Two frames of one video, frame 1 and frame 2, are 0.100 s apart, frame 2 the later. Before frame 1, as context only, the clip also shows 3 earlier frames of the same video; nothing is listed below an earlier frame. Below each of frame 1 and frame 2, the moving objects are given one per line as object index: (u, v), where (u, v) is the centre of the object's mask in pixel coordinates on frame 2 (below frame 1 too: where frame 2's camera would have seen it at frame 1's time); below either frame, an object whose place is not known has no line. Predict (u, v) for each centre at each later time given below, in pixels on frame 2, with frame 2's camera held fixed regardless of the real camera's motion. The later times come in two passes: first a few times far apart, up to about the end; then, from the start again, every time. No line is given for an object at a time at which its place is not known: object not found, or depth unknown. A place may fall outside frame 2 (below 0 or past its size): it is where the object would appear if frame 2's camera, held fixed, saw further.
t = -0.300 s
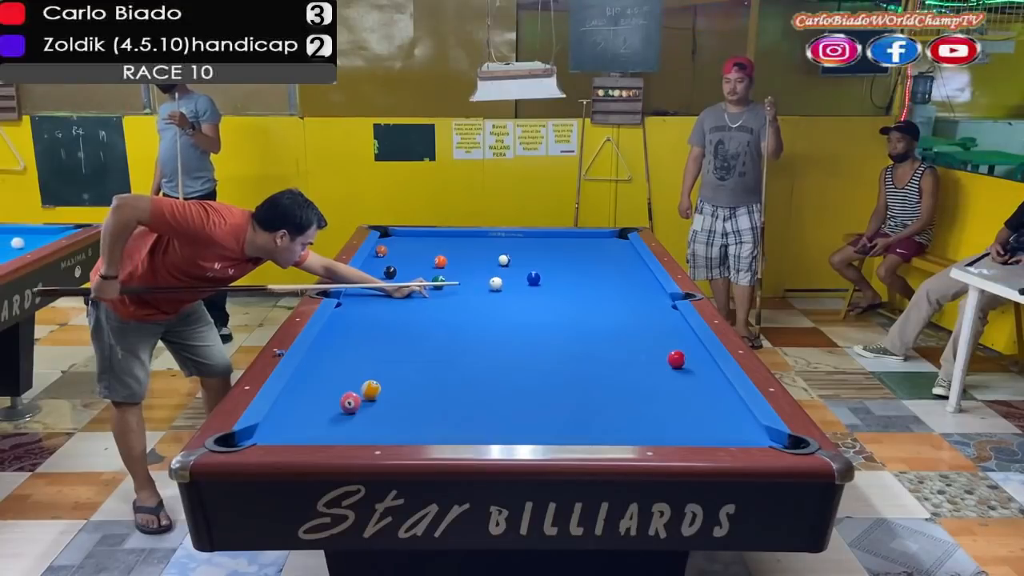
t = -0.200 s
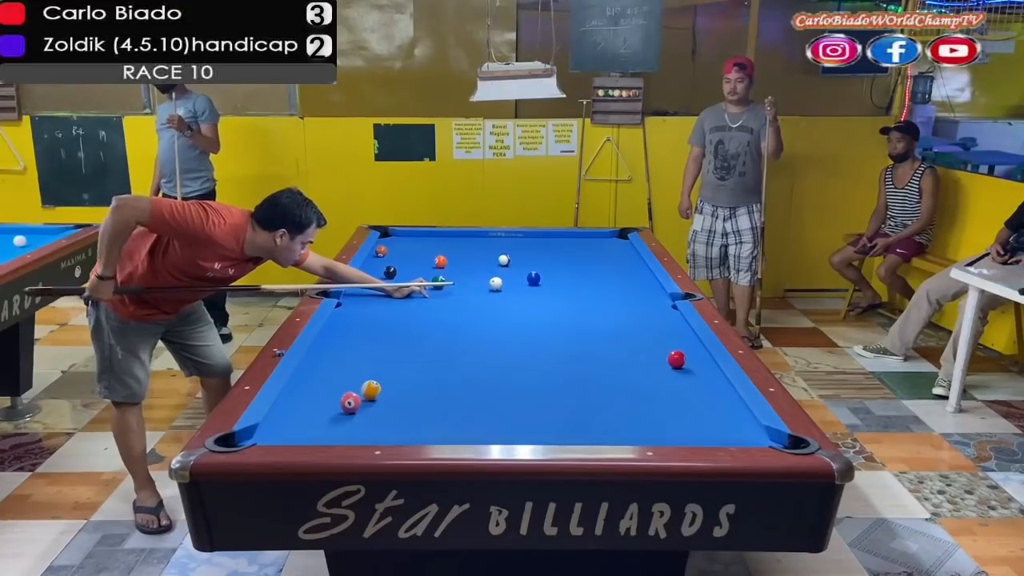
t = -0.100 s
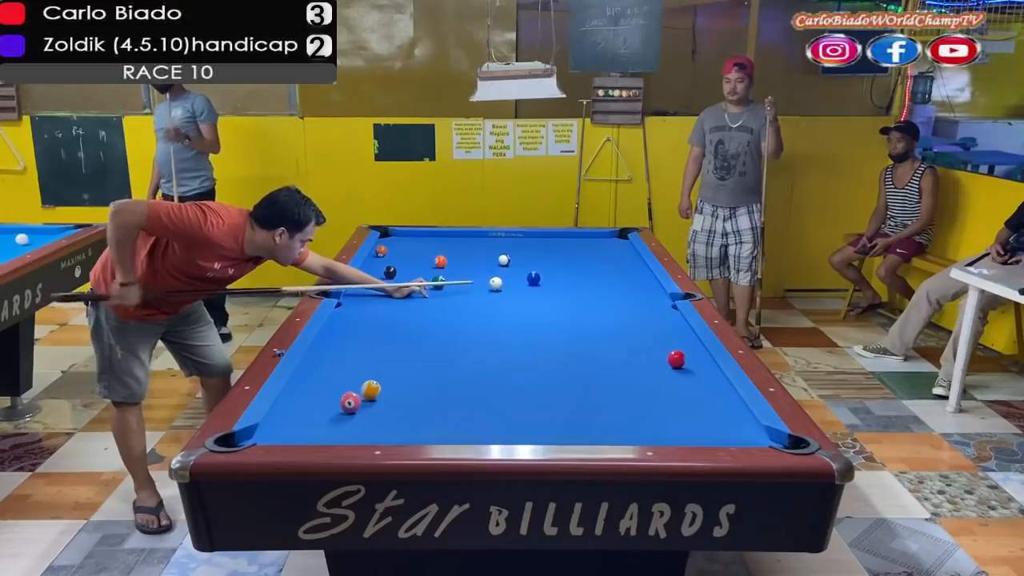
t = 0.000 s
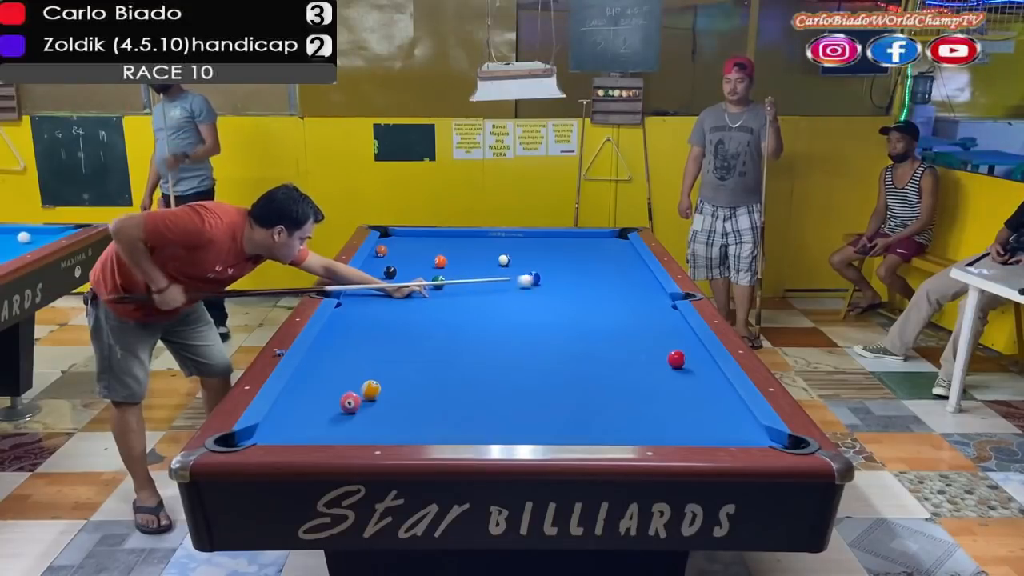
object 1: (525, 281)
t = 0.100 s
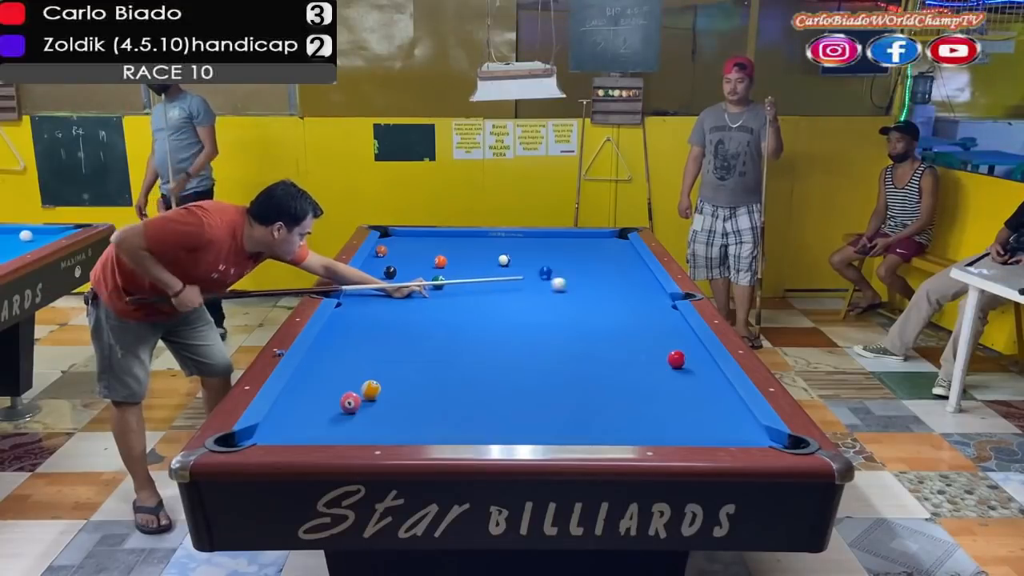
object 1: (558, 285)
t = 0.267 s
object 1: (617, 288)
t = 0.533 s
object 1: (626, 292)
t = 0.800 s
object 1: (580, 295)
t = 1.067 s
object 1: (533, 299)
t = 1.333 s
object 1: (486, 302)
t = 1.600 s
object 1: (440, 305)
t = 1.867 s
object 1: (394, 308)
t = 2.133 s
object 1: (349, 311)
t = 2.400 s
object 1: (357, 312)
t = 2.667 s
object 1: (378, 314)
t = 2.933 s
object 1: (397, 315)
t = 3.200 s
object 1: (414, 317)
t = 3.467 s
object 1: (429, 318)
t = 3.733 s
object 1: (443, 319)
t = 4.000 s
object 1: (456, 320)
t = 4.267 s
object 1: (467, 320)
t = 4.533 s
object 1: (475, 321)
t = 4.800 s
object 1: (483, 322)
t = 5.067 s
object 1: (488, 322)
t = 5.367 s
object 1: (493, 322)
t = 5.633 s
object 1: (494, 322)
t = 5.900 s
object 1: (495, 322)
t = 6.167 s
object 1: (495, 322)
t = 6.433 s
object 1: (495, 322)
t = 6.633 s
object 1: (495, 322)
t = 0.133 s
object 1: (570, 285)
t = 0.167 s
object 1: (582, 286)
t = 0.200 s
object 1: (593, 287)
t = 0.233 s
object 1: (605, 287)
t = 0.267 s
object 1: (617, 288)
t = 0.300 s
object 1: (629, 289)
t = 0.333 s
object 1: (642, 289)
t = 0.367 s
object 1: (653, 290)
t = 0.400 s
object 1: (654, 291)
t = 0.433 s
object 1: (646, 291)
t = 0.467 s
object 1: (639, 291)
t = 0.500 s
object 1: (632, 292)
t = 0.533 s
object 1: (626, 292)
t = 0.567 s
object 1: (620, 292)
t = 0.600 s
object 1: (614, 293)
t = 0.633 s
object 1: (609, 293)
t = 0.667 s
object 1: (603, 294)
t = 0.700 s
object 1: (597, 294)
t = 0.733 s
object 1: (591, 294)
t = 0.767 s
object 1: (585, 295)
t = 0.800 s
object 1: (580, 295)
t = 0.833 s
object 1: (574, 296)
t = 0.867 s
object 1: (568, 296)
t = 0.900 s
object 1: (562, 297)
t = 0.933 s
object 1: (556, 297)
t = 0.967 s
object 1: (550, 297)
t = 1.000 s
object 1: (545, 298)
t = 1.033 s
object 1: (539, 298)
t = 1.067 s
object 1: (533, 299)
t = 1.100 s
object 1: (527, 299)
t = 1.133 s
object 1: (521, 299)
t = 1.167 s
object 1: (516, 300)
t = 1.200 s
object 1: (510, 300)
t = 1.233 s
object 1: (504, 301)
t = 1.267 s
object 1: (498, 301)
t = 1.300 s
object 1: (492, 301)
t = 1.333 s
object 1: (486, 302)
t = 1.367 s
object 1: (481, 302)
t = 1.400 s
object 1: (475, 303)
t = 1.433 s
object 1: (469, 303)
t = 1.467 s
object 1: (463, 304)
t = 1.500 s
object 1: (458, 304)
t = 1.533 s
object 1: (452, 304)
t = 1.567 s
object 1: (446, 304)
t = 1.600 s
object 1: (440, 305)
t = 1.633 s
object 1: (435, 305)
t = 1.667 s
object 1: (429, 306)
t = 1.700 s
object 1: (423, 306)
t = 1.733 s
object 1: (417, 306)
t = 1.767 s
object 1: (412, 306)
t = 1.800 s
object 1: (406, 307)
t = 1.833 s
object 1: (400, 307)
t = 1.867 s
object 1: (394, 308)
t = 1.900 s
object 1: (389, 308)
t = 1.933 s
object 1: (383, 309)
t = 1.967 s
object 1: (377, 309)
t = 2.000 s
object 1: (372, 309)
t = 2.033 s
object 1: (366, 310)
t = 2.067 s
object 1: (360, 310)
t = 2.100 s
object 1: (355, 311)
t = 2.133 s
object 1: (349, 311)
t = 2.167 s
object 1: (343, 311)
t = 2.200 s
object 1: (340, 311)
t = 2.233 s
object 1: (343, 312)
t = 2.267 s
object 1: (346, 312)
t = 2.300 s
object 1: (349, 312)
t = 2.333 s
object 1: (352, 312)
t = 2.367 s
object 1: (355, 312)
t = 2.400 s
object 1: (357, 312)
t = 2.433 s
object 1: (360, 313)
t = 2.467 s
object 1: (363, 313)
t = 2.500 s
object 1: (365, 313)
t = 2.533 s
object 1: (368, 313)
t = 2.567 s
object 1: (370, 313)
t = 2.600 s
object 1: (373, 314)
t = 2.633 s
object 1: (375, 314)
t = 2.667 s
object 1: (378, 314)
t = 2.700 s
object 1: (380, 314)
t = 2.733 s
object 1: (383, 314)
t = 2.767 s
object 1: (385, 315)
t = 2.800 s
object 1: (387, 315)
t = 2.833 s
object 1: (390, 315)
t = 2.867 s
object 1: (392, 315)
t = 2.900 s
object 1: (394, 315)
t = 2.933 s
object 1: (397, 315)
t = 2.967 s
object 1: (399, 316)
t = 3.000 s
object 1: (401, 316)
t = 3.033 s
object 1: (403, 316)
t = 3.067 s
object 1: (405, 316)
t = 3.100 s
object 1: (408, 316)
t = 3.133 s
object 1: (410, 316)
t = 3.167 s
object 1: (412, 316)
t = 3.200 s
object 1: (414, 317)
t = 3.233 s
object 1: (416, 317)
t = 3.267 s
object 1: (418, 317)
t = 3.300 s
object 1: (420, 317)
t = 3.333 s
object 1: (422, 317)
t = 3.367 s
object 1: (424, 317)
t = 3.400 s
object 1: (426, 317)
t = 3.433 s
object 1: (427, 317)
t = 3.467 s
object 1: (429, 318)
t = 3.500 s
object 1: (431, 318)
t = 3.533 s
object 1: (433, 318)
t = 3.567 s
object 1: (435, 318)
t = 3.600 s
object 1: (436, 318)
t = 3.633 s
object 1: (438, 318)
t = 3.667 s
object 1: (440, 319)
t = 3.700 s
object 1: (442, 319)
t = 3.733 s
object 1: (443, 319)
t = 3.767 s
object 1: (445, 319)
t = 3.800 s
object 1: (447, 319)
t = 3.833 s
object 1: (448, 319)
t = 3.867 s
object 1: (450, 319)
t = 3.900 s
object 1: (451, 319)
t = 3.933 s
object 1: (453, 320)
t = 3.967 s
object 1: (454, 320)
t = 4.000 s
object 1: (456, 320)
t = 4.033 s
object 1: (457, 320)
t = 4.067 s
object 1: (459, 320)
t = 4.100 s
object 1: (460, 320)
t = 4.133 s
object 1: (461, 320)
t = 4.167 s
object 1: (463, 320)
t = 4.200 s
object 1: (464, 320)
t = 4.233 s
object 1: (465, 320)
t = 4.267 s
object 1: (467, 320)
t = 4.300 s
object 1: (468, 321)
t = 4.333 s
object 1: (469, 321)
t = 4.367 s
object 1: (470, 321)
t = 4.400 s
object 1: (471, 321)
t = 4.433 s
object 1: (473, 321)
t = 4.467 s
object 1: (473, 321)
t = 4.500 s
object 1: (474, 321)
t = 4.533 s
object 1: (475, 321)
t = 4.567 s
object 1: (477, 321)
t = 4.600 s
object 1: (477, 321)
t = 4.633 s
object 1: (478, 321)
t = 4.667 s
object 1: (479, 321)
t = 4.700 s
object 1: (480, 321)
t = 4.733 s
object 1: (481, 321)
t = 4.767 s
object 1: (482, 322)
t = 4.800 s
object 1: (483, 322)
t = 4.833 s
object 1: (484, 322)
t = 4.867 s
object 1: (484, 322)
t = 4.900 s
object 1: (485, 322)
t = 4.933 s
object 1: (486, 322)
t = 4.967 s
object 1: (487, 322)
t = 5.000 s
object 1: (487, 322)
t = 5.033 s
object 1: (488, 322)
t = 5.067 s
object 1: (488, 322)
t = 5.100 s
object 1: (489, 322)
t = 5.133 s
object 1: (490, 322)
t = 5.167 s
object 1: (490, 322)
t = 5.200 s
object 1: (491, 322)
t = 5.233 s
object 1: (491, 322)
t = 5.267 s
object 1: (492, 322)
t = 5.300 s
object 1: (492, 322)
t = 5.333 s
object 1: (493, 322)
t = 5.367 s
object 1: (493, 322)
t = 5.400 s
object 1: (493, 322)
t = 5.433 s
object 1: (493, 322)
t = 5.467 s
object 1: (494, 322)
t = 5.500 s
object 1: (494, 322)
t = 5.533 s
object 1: (494, 322)
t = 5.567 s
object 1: (494, 322)
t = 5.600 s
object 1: (494, 322)
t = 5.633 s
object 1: (494, 322)
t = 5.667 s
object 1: (494, 322)
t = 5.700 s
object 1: (494, 322)
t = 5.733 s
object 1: (494, 322)
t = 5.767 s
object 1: (494, 322)
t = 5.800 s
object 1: (494, 322)
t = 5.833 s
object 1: (494, 322)
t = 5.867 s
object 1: (495, 322)
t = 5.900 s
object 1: (495, 322)
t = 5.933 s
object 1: (495, 322)
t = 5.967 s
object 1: (495, 322)
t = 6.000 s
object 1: (495, 322)
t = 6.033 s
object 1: (495, 322)
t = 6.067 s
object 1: (495, 322)
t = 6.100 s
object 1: (495, 322)
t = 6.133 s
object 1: (495, 322)
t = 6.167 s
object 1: (495, 322)
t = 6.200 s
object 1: (495, 322)
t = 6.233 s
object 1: (495, 322)
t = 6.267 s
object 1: (495, 322)
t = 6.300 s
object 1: (495, 322)
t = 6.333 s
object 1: (495, 322)
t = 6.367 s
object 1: (495, 322)
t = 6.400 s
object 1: (495, 322)
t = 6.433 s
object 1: (495, 322)
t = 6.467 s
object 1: (495, 322)
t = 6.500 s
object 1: (495, 322)
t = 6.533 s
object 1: (495, 322)
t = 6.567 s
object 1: (495, 322)
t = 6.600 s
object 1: (495, 322)
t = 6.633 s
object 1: (495, 322)
